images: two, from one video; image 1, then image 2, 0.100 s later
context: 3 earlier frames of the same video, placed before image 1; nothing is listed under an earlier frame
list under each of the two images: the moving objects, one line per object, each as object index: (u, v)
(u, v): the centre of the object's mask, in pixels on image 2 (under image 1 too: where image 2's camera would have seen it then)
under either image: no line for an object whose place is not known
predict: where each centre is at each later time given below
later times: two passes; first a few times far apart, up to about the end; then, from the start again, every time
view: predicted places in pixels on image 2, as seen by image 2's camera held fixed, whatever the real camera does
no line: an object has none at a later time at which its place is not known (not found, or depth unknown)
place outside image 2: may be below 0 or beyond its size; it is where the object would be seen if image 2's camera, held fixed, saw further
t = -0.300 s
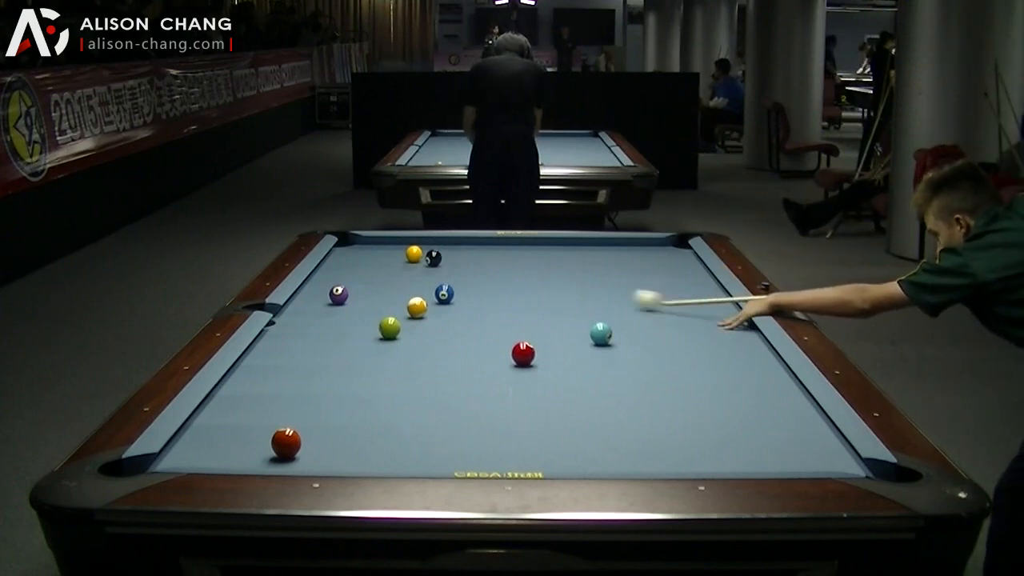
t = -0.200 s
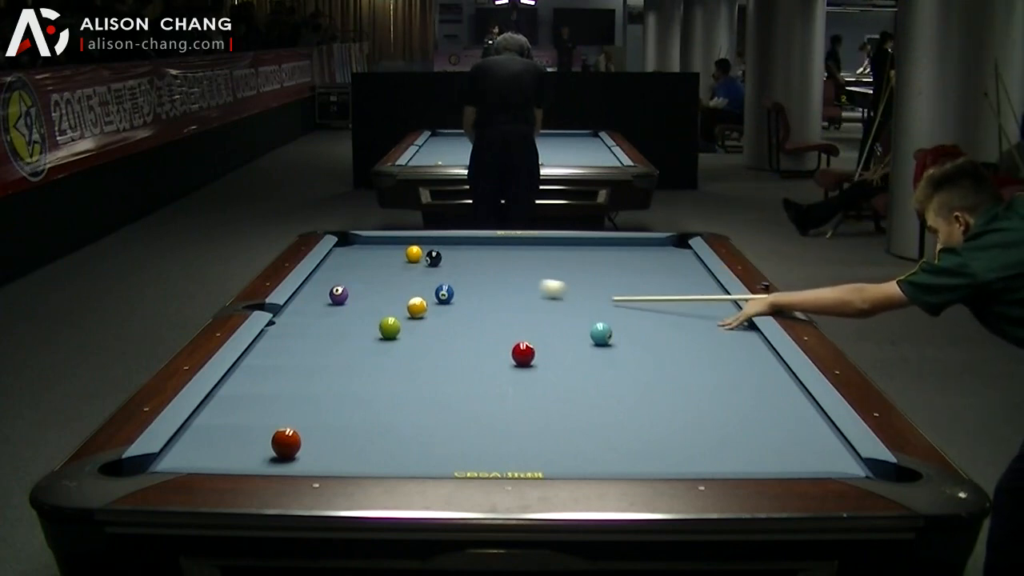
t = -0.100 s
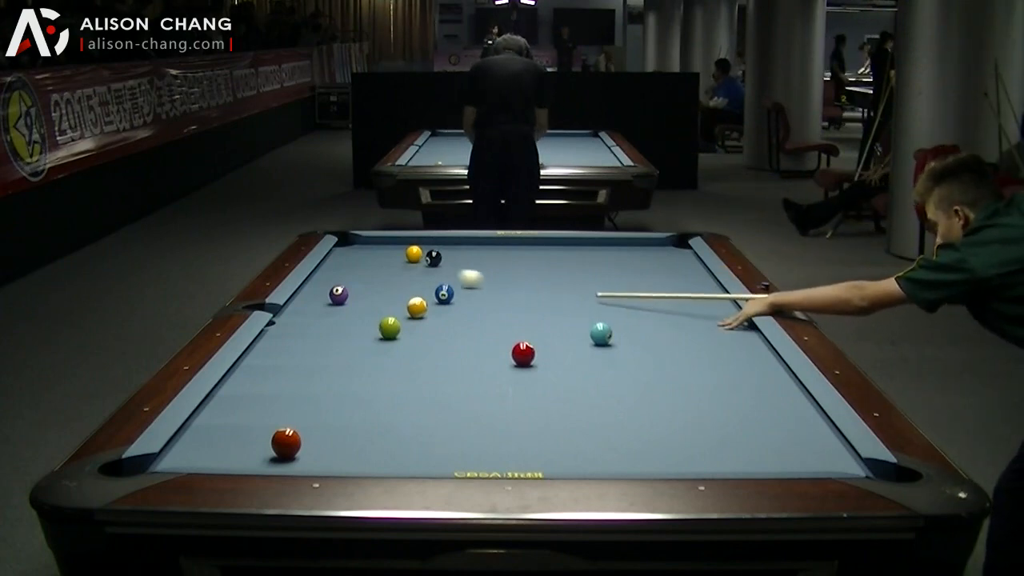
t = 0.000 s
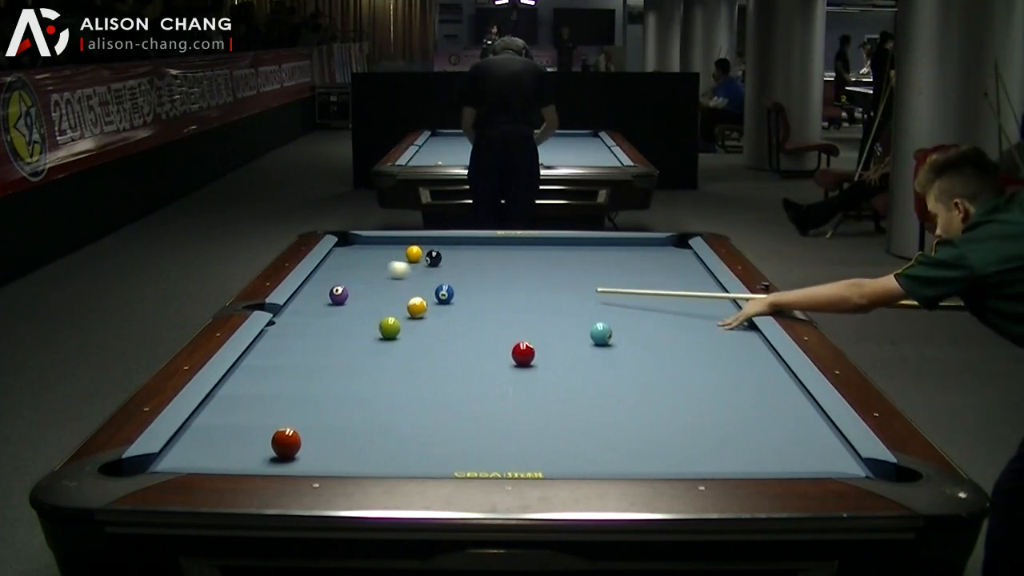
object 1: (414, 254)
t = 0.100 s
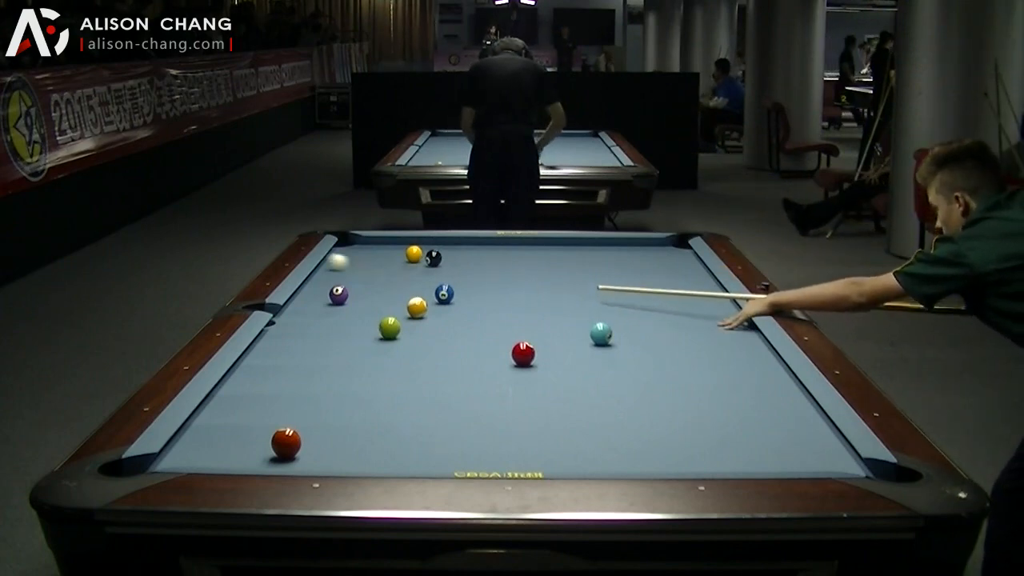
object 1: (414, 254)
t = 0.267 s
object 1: (414, 254)
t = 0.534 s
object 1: (482, 246)
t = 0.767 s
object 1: (529, 242)
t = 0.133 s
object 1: (414, 254)
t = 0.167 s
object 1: (414, 254)
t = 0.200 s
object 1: (414, 254)
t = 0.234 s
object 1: (414, 254)
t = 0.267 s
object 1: (414, 254)
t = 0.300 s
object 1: (417, 253)
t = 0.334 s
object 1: (426, 250)
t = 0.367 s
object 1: (440, 248)
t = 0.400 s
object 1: (449, 250)
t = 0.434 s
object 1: (457, 249)
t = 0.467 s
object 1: (466, 248)
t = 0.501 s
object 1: (474, 247)
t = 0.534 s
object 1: (482, 246)
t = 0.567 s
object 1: (489, 245)
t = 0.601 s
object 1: (496, 245)
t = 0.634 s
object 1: (503, 244)
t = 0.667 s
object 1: (509, 243)
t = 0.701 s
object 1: (516, 243)
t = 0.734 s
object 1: (522, 242)
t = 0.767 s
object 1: (529, 242)
